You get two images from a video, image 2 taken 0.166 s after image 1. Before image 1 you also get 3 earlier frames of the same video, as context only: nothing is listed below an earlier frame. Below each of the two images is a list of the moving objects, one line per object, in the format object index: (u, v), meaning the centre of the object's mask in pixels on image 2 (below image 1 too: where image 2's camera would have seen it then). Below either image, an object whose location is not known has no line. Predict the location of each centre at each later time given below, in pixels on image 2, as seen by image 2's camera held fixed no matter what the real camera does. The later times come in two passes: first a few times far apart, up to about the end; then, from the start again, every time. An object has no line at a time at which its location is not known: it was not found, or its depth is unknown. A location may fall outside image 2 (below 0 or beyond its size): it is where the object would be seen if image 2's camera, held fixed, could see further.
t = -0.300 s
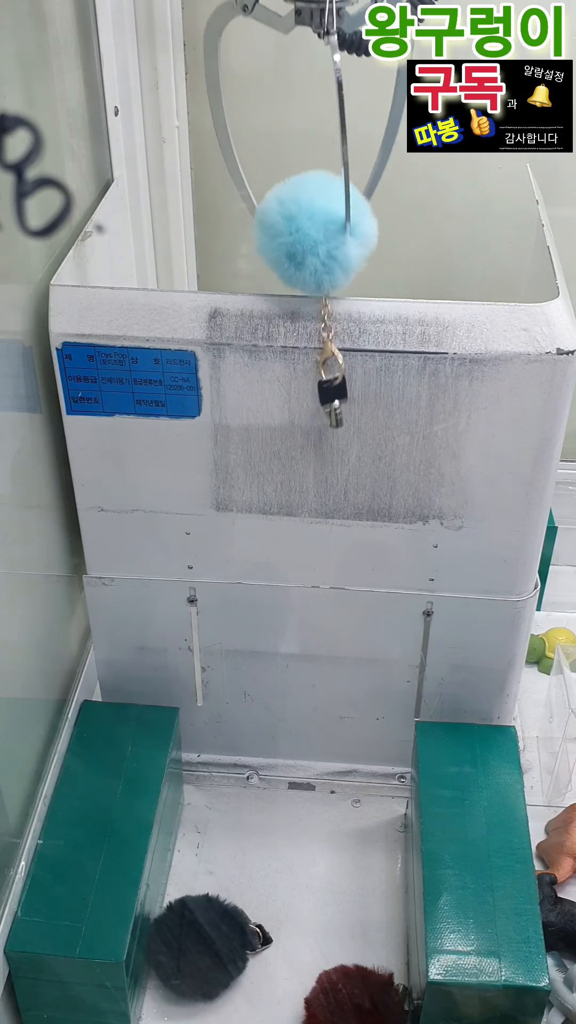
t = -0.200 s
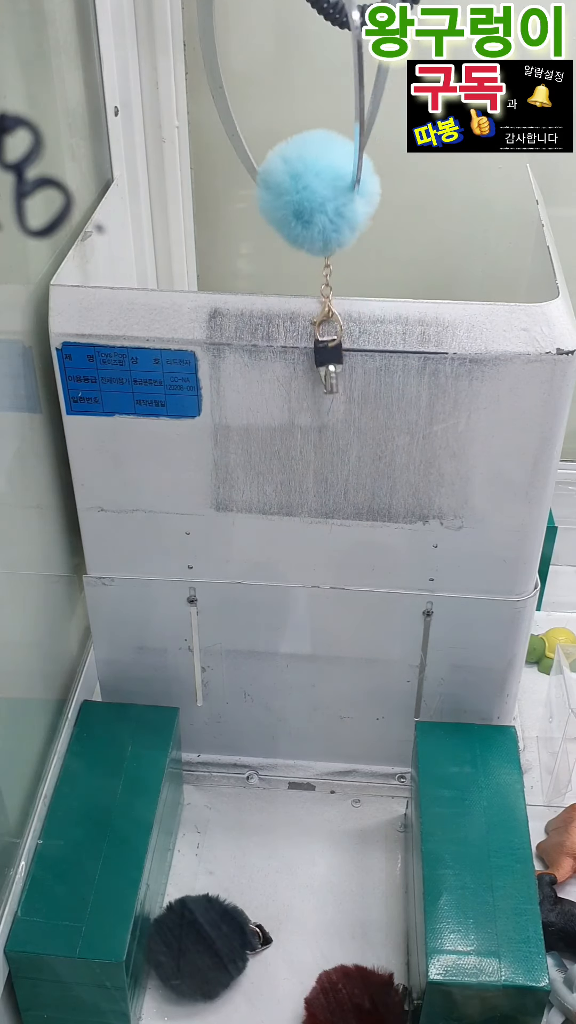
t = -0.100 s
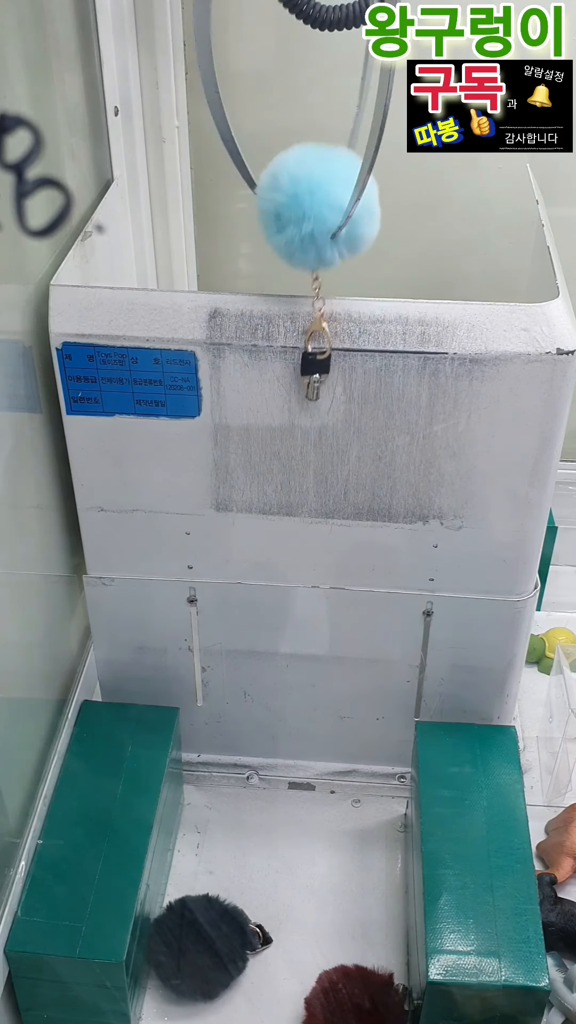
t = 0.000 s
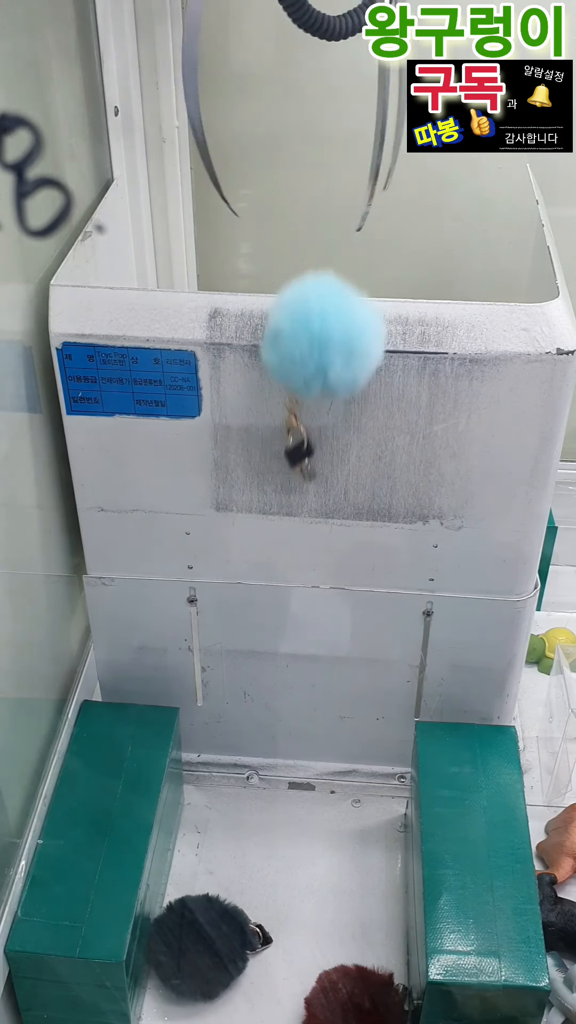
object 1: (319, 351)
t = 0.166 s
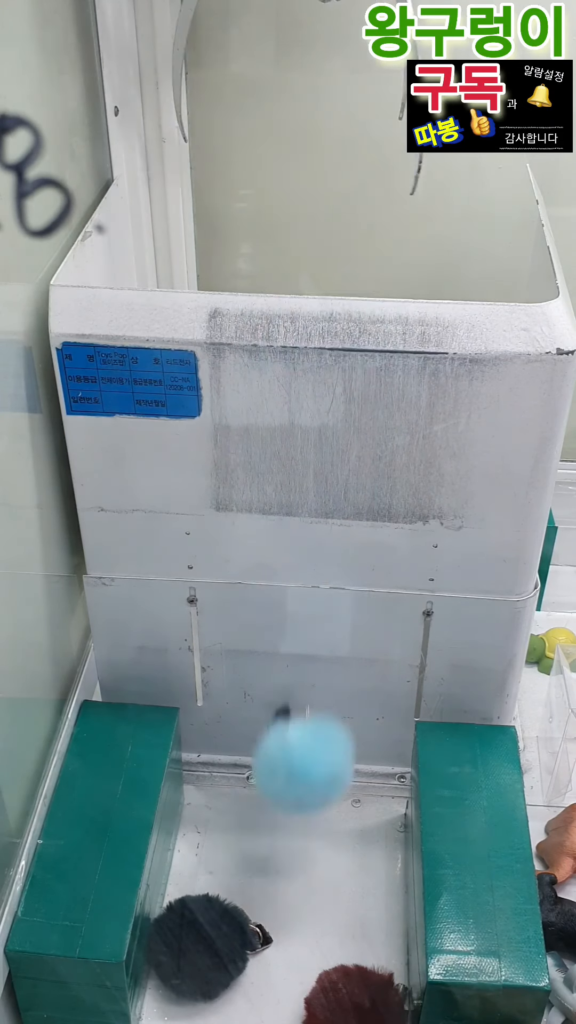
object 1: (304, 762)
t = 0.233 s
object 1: (299, 845)
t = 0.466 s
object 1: (277, 841)
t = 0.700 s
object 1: (268, 838)
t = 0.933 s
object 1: (269, 839)
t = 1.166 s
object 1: (269, 838)
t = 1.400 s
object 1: (269, 839)
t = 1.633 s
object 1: (269, 839)
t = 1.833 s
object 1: (269, 839)
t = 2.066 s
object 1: (268, 839)
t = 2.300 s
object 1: (269, 839)
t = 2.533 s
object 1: (268, 839)
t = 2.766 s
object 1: (268, 840)
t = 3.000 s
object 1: (268, 840)
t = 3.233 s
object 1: (268, 840)
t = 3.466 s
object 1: (268, 840)
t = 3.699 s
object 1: (268, 840)
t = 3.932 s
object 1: (268, 840)
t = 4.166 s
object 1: (268, 840)
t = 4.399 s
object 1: (268, 841)
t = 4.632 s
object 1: (268, 840)
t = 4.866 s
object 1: (268, 840)
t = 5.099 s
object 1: (268, 840)
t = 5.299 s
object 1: (268, 840)
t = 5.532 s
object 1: (268, 840)
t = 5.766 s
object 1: (268, 840)
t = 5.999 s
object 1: (268, 840)
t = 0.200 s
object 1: (299, 846)
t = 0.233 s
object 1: (299, 845)
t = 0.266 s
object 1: (296, 836)
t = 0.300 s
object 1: (294, 829)
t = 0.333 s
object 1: (292, 830)
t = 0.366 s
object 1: (290, 840)
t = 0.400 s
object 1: (288, 847)
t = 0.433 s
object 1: (280, 843)
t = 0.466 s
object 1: (277, 841)
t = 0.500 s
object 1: (283, 837)
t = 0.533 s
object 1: (272, 839)
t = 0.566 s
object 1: (270, 838)
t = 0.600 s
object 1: (269, 838)
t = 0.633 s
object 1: (268, 838)
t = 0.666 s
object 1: (268, 838)
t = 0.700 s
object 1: (268, 838)
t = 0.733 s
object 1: (269, 838)
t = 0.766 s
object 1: (269, 838)
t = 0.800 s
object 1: (269, 838)
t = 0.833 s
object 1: (269, 838)
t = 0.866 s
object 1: (269, 838)
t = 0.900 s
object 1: (269, 838)
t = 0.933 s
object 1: (269, 839)
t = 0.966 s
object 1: (269, 838)
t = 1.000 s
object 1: (269, 838)
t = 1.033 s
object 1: (269, 838)
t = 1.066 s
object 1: (269, 838)
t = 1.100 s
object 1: (269, 838)
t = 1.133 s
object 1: (269, 838)
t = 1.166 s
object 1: (269, 838)
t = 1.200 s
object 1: (269, 838)
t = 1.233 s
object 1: (269, 838)
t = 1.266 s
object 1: (269, 838)
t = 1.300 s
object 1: (269, 838)
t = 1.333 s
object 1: (269, 838)
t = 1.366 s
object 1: (269, 839)
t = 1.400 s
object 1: (269, 839)
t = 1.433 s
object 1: (269, 839)
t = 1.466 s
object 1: (269, 839)
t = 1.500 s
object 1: (269, 839)
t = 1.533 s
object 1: (269, 839)
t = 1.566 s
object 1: (269, 839)
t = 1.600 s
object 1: (269, 839)
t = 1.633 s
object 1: (269, 839)
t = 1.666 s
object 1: (269, 839)
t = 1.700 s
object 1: (269, 839)
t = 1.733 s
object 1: (269, 839)
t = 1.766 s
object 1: (269, 839)
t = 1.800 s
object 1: (269, 839)
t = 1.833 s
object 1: (269, 839)
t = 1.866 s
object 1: (269, 839)
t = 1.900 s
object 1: (269, 839)
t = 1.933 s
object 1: (269, 839)
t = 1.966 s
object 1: (269, 839)
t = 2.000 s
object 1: (269, 839)
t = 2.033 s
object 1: (268, 839)
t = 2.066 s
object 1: (268, 839)
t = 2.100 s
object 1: (268, 839)
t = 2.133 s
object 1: (268, 839)
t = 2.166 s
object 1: (268, 839)
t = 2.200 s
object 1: (268, 839)
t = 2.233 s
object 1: (268, 839)
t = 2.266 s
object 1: (268, 839)
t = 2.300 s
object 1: (269, 839)
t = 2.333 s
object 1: (269, 839)
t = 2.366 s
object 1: (269, 839)
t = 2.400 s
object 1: (268, 839)
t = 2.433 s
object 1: (268, 839)
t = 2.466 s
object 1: (268, 839)
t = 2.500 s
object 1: (268, 839)
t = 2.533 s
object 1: (268, 839)
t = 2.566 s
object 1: (268, 839)
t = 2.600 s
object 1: (268, 839)
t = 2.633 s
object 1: (268, 840)
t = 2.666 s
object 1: (268, 840)
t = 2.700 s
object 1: (268, 840)
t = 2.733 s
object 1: (268, 840)
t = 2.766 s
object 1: (268, 840)
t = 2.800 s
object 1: (268, 840)
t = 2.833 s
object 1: (268, 840)
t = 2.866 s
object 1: (268, 840)
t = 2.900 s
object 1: (268, 840)
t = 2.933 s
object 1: (268, 840)
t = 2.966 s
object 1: (268, 840)
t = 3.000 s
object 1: (268, 840)
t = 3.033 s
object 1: (268, 840)
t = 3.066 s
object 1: (268, 840)
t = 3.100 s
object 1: (268, 840)
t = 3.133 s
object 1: (268, 840)
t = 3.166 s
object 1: (268, 840)
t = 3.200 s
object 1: (268, 840)
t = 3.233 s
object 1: (268, 840)
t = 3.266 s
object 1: (268, 840)
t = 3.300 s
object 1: (268, 840)
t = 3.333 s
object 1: (268, 840)
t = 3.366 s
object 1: (268, 840)
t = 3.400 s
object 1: (268, 840)
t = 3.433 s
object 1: (268, 840)
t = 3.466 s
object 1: (268, 840)
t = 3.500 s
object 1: (268, 840)
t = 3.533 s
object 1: (268, 840)
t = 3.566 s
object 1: (268, 840)
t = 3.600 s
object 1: (268, 840)
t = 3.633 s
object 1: (268, 840)
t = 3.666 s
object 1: (268, 840)
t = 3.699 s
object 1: (268, 840)
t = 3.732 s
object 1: (268, 840)
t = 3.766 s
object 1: (268, 840)
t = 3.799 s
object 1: (268, 840)
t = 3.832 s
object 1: (268, 840)
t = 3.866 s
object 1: (268, 840)
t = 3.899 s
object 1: (268, 840)
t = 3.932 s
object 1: (268, 840)
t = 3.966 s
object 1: (268, 840)
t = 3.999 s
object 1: (268, 840)
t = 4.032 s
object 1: (268, 840)
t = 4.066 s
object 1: (268, 840)
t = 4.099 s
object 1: (268, 840)
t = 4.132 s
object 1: (268, 840)
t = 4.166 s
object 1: (268, 840)
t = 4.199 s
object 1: (268, 840)
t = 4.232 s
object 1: (268, 840)
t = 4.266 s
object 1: (268, 840)
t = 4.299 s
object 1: (268, 840)
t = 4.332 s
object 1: (268, 840)
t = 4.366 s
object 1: (268, 841)
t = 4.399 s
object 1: (268, 841)
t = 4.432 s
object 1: (268, 841)
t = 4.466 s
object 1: (268, 841)
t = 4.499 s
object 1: (268, 840)
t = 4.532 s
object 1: (268, 840)
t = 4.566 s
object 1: (268, 841)
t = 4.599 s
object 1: (268, 840)
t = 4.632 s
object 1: (268, 840)
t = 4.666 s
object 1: (268, 840)
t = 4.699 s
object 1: (268, 840)
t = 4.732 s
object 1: (268, 840)
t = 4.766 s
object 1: (268, 840)
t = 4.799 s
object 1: (268, 840)
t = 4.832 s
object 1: (268, 840)
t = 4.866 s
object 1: (268, 840)
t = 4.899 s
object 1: (268, 840)
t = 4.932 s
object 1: (268, 840)
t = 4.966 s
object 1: (268, 840)
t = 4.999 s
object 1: (268, 840)
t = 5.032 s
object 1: (268, 840)
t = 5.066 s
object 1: (268, 840)
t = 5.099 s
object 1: (268, 840)
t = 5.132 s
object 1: (268, 840)
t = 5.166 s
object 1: (268, 840)
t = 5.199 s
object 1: (268, 840)
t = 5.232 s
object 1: (268, 840)
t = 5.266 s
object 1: (268, 840)
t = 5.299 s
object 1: (268, 840)
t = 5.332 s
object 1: (268, 840)
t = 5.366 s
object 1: (268, 840)
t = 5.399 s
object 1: (268, 840)
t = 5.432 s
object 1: (268, 840)
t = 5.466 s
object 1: (268, 840)
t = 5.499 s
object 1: (268, 840)
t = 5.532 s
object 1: (268, 840)
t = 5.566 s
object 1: (268, 840)
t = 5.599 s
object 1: (268, 840)
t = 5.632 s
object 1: (268, 840)
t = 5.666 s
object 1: (268, 840)
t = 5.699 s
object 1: (268, 840)
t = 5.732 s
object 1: (268, 840)
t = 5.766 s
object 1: (268, 840)
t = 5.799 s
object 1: (268, 840)
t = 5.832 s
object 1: (268, 840)
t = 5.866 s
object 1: (268, 840)
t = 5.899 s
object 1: (268, 840)
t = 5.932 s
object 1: (268, 840)
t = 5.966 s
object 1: (268, 840)
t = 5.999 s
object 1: (268, 840)
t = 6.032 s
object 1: (268, 840)
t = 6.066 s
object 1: (268, 840)
